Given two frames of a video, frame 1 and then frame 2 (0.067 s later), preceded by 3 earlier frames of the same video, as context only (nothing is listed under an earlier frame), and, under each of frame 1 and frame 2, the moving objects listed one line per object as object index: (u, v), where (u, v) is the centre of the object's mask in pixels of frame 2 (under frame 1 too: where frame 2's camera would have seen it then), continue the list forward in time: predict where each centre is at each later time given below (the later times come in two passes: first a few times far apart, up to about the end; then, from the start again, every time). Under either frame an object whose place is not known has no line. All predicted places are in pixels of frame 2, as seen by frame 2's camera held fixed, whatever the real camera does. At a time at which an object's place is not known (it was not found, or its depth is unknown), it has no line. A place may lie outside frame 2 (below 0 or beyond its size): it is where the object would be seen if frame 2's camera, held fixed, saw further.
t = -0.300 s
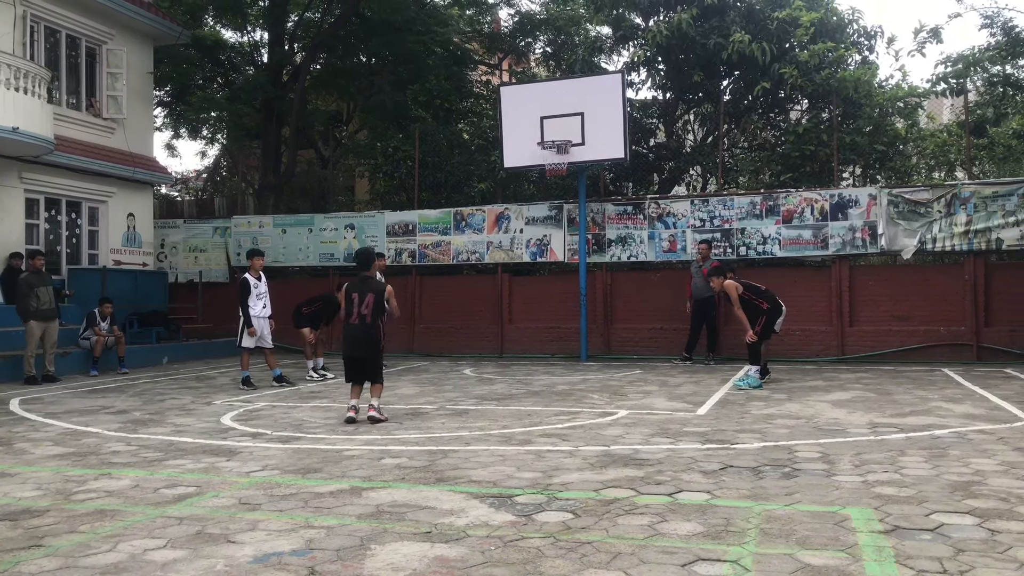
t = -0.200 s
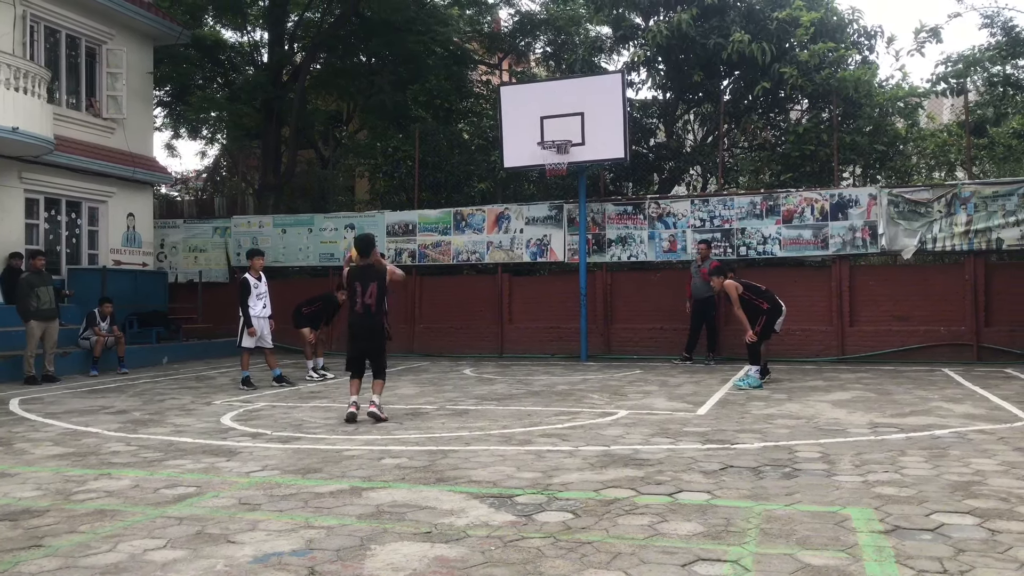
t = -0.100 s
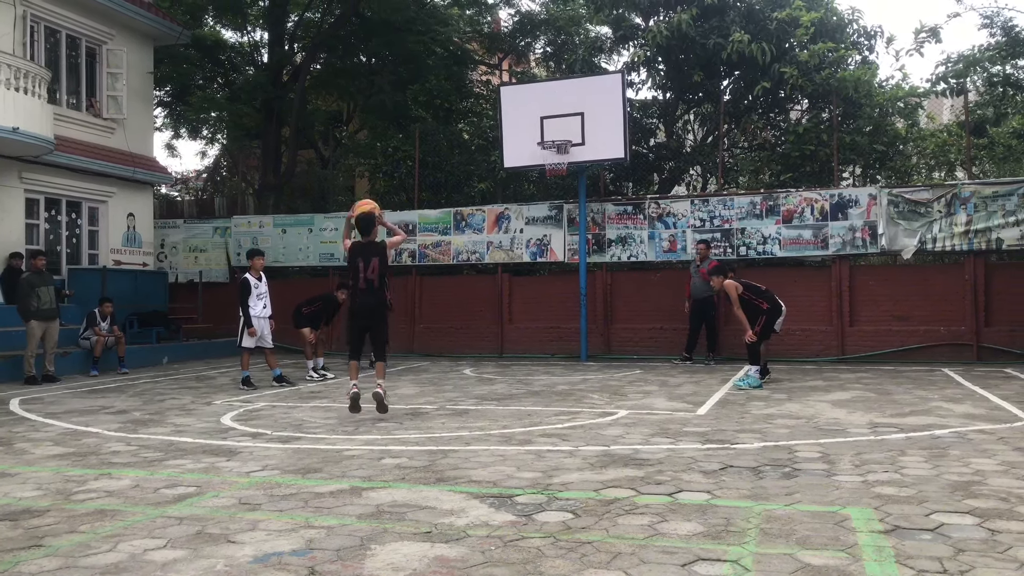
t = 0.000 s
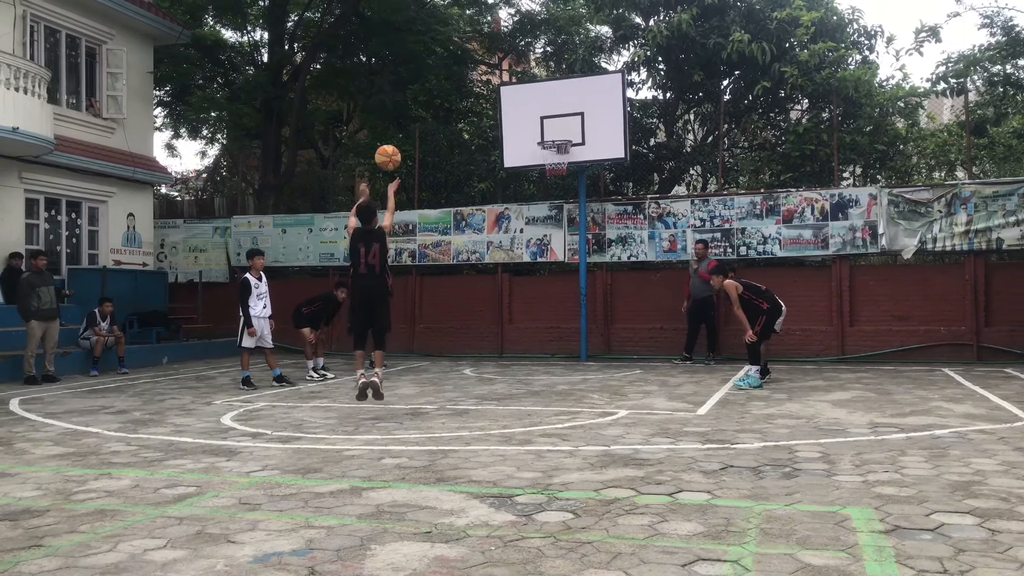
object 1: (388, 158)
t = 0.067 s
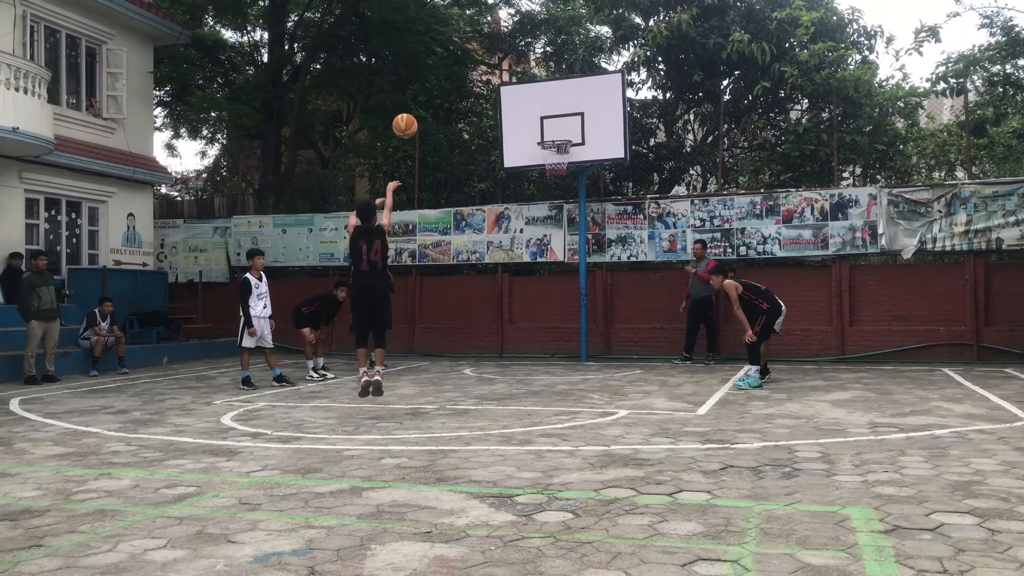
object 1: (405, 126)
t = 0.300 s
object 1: (456, 64)
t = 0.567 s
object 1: (504, 62)
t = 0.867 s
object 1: (547, 125)
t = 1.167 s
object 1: (557, 189)
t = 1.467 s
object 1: (548, 295)
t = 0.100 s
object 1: (413, 113)
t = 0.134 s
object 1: (420, 101)
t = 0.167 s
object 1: (428, 91)
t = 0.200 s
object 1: (435, 82)
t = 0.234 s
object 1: (442, 74)
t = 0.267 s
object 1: (450, 68)
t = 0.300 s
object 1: (456, 64)
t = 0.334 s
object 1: (463, 60)
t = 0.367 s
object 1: (469, 57)
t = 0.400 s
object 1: (475, 56)
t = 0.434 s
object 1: (481, 56)
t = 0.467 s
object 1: (487, 56)
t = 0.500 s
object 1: (492, 57)
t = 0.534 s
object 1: (498, 60)
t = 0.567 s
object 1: (504, 62)
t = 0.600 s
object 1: (509, 67)
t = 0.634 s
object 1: (514, 71)
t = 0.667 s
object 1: (519, 77)
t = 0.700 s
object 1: (524, 83)
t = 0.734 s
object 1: (529, 90)
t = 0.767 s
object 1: (533, 98)
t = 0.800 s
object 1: (538, 107)
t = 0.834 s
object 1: (542, 115)
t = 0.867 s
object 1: (547, 125)
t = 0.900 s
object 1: (551, 134)
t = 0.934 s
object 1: (556, 146)
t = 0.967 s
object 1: (559, 156)
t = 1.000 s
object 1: (561, 160)
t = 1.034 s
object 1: (561, 163)
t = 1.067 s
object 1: (560, 169)
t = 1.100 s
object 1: (559, 175)
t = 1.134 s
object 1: (558, 182)
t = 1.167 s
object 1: (557, 189)
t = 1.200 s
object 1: (556, 197)
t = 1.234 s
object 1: (555, 207)
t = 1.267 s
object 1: (554, 217)
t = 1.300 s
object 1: (553, 228)
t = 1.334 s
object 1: (552, 240)
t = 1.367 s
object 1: (552, 253)
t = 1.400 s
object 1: (550, 266)
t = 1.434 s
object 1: (549, 281)
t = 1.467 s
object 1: (548, 295)
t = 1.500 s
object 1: (548, 313)
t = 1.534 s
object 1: (547, 330)
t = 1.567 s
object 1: (546, 348)
